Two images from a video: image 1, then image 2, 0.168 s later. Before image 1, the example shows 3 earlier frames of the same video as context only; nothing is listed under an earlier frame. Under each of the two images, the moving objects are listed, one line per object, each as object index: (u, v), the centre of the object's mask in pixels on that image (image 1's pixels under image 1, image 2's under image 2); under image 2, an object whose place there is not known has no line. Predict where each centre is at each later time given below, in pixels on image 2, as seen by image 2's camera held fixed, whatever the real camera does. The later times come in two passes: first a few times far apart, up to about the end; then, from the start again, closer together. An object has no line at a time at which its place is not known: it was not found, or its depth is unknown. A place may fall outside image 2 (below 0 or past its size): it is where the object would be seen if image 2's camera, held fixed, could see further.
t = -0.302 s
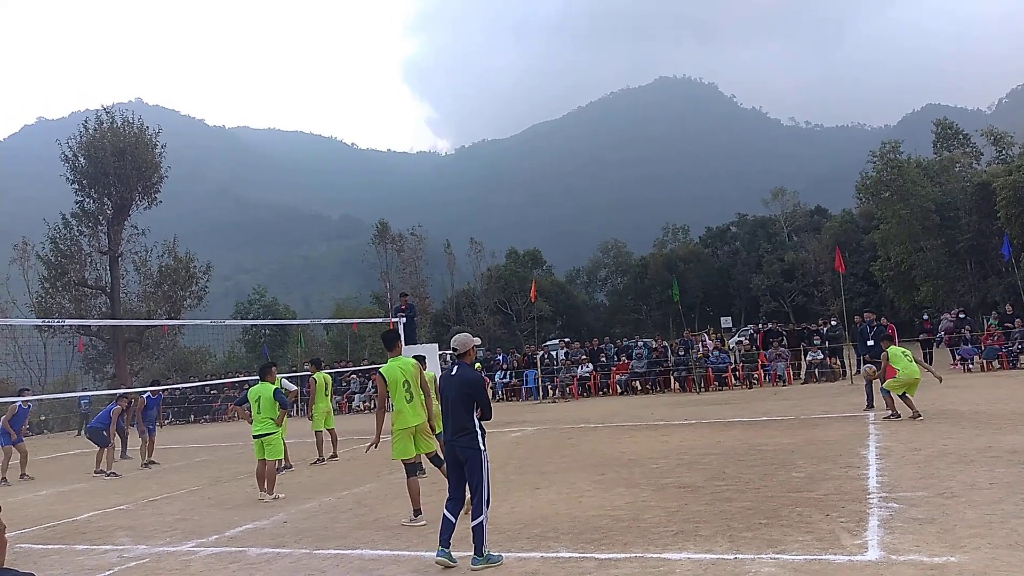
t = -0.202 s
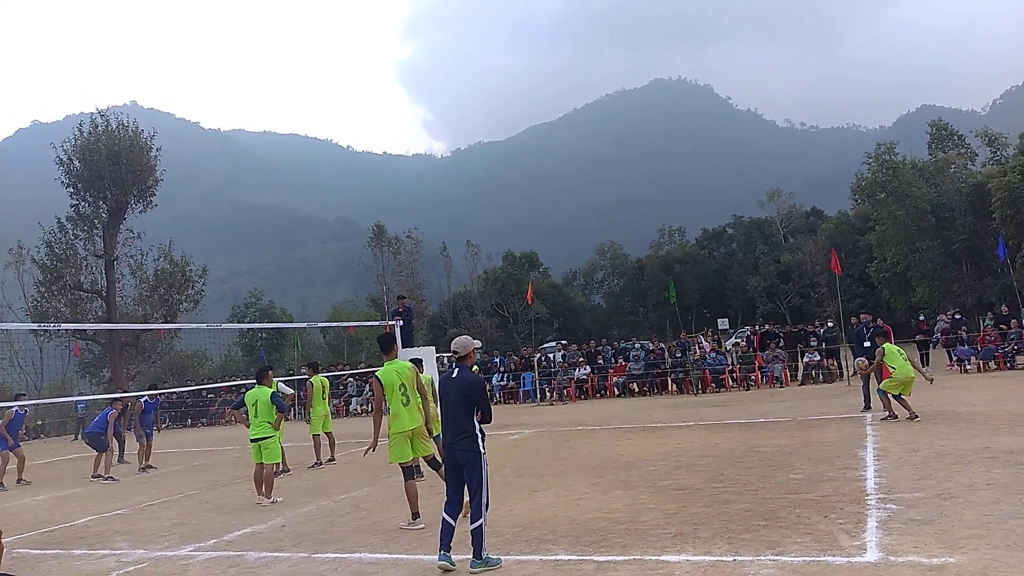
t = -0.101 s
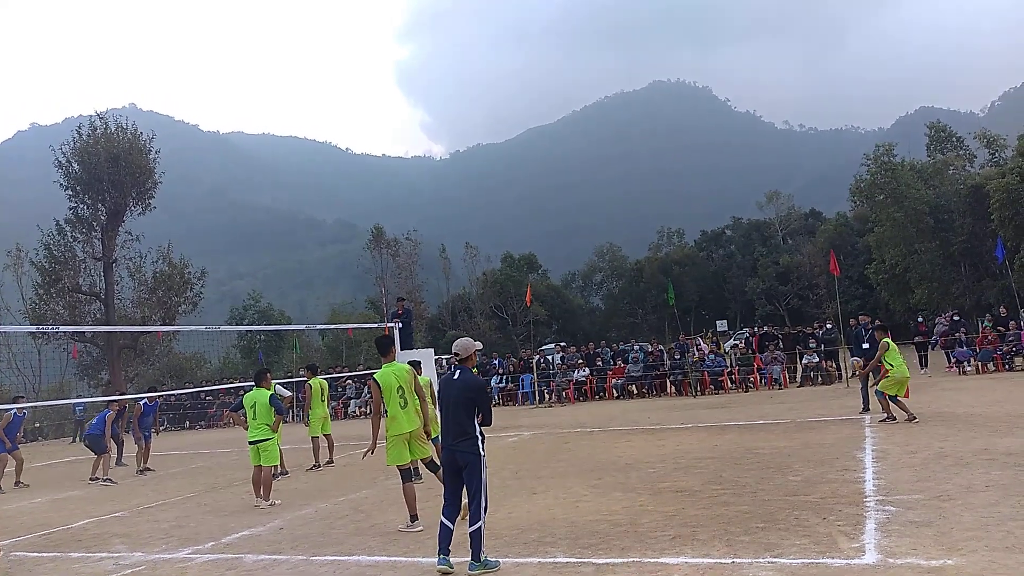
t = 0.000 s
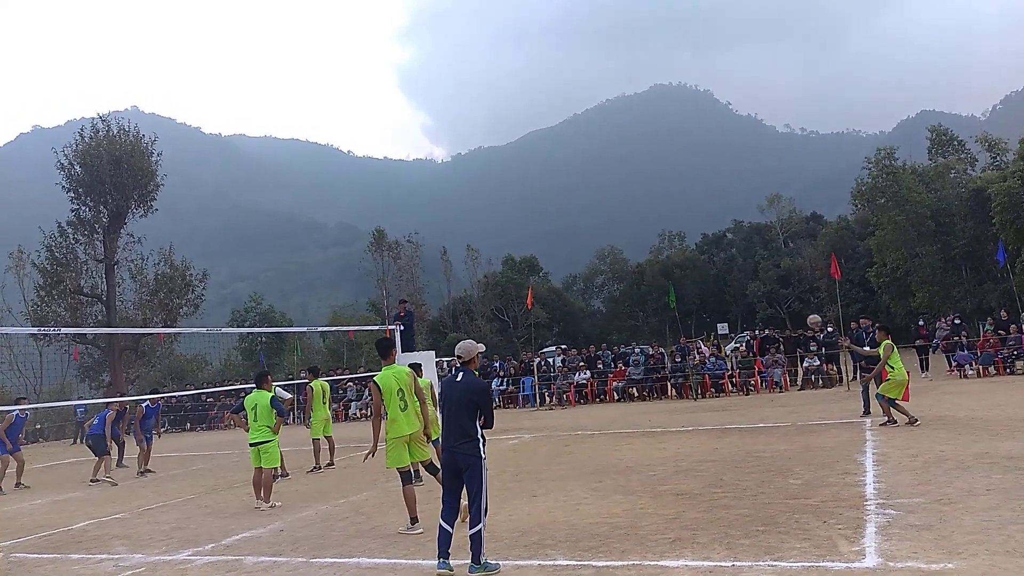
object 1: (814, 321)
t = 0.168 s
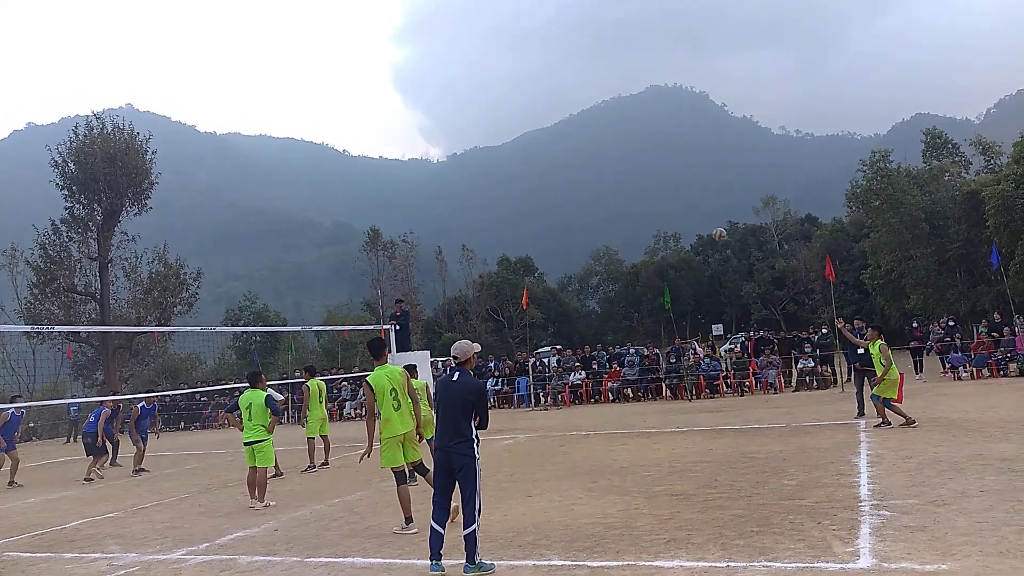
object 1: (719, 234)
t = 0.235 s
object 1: (686, 206)
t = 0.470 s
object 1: (580, 133)
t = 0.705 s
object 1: (487, 95)
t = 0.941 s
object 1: (405, 88)
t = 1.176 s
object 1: (328, 109)
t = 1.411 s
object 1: (262, 156)
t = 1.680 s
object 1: (196, 238)
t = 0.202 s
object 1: (702, 219)
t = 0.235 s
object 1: (686, 206)
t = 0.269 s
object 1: (670, 193)
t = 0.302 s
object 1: (654, 182)
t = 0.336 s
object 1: (639, 170)
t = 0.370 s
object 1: (624, 160)
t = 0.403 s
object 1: (609, 150)
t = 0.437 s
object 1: (594, 141)
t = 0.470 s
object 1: (580, 133)
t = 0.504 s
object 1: (566, 126)
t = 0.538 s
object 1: (552, 120)
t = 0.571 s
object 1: (538, 113)
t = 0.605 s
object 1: (525, 108)
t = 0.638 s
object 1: (512, 103)
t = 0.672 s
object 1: (499, 98)
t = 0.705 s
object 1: (487, 95)
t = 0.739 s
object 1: (474, 92)
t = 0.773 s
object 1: (462, 89)
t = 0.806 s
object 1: (450, 88)
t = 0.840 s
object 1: (438, 87)
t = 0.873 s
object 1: (425, 85)
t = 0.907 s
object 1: (414, 86)
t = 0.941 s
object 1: (405, 88)
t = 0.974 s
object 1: (393, 89)
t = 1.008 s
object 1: (380, 91)
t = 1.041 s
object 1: (369, 93)
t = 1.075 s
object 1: (361, 97)
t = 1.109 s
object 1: (351, 100)
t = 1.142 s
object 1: (338, 104)
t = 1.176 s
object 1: (328, 109)
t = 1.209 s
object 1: (320, 114)
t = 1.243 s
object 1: (310, 120)
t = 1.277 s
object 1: (299, 126)
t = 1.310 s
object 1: (289, 133)
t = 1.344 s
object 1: (280, 140)
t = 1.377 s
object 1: (271, 148)
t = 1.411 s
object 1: (262, 156)
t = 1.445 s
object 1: (254, 165)
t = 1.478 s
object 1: (247, 174)
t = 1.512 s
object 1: (237, 184)
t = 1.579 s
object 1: (220, 204)
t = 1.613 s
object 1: (212, 215)
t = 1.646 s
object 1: (204, 226)
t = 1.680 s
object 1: (196, 238)
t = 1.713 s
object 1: (188, 250)
